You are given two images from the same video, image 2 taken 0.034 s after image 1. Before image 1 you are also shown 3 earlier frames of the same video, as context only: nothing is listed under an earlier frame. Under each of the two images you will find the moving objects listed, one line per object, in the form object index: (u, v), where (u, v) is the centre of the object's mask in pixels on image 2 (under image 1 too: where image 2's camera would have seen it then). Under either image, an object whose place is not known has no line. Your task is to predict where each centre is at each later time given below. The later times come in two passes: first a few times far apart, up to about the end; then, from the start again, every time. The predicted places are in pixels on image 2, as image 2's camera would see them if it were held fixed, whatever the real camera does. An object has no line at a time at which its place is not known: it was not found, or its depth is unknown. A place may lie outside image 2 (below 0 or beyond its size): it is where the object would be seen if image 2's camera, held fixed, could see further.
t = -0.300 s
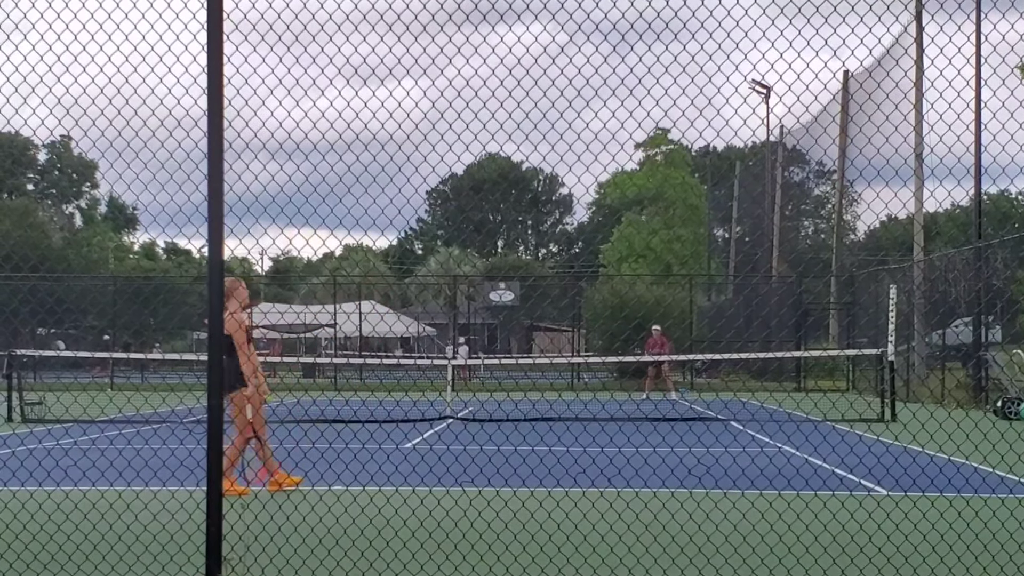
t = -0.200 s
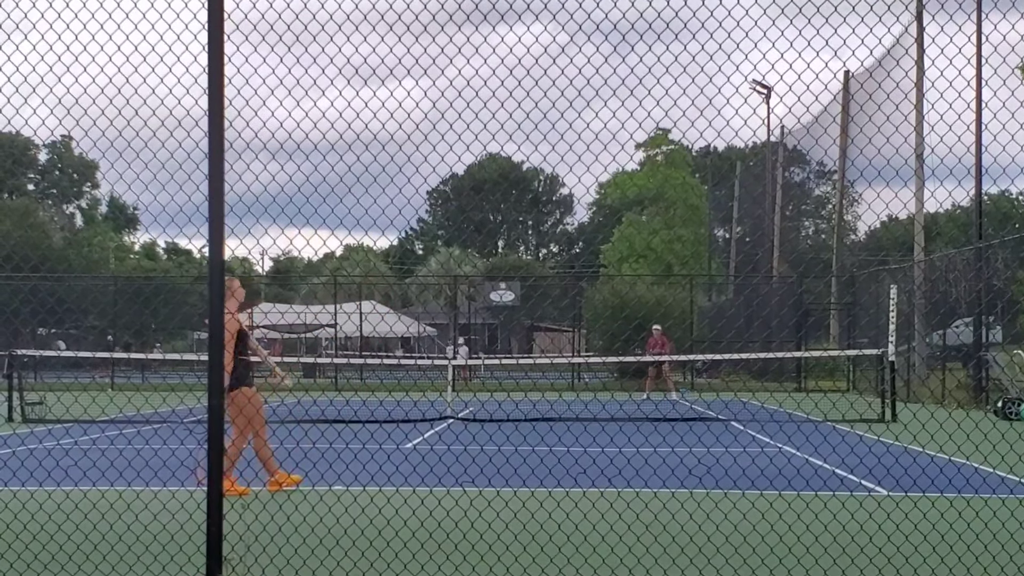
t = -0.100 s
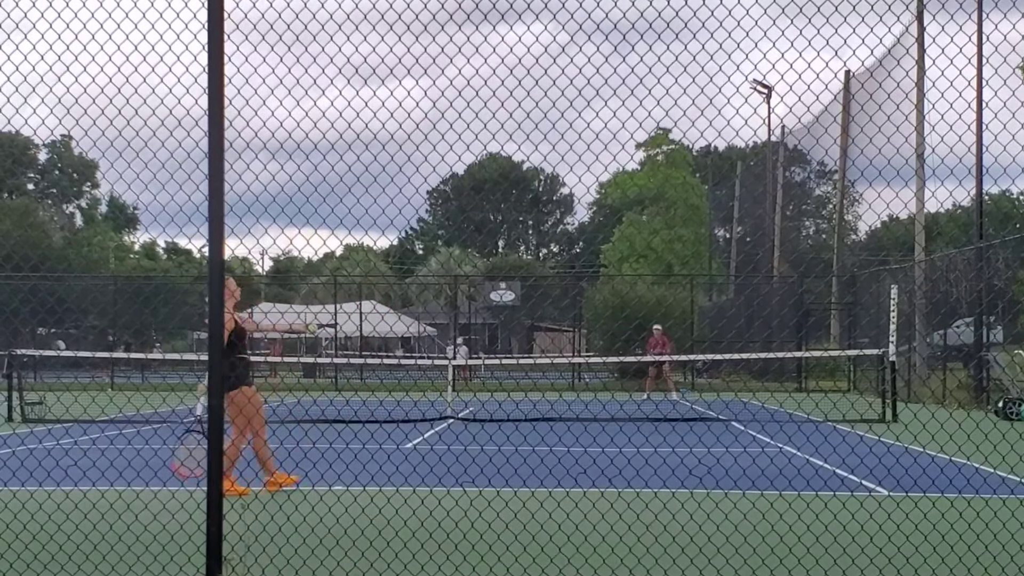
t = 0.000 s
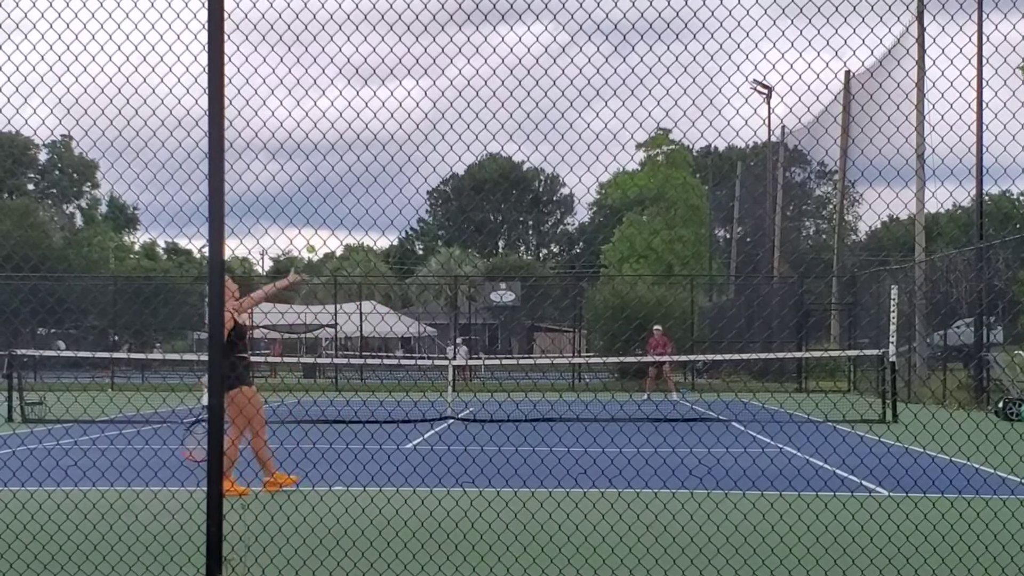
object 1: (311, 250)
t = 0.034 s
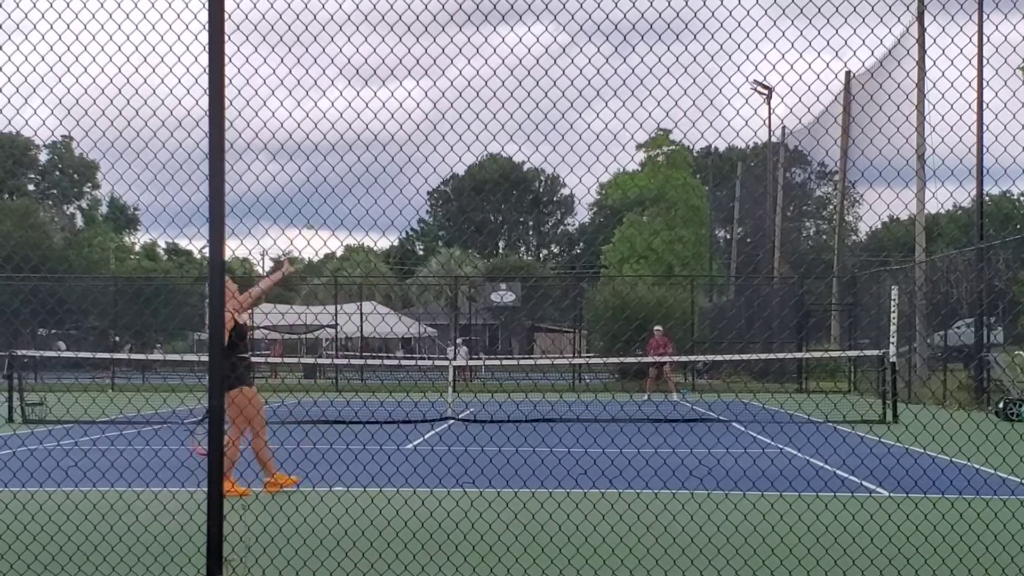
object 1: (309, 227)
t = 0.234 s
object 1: (301, 111)
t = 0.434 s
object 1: (294, 50)
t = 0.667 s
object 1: (287, 46)
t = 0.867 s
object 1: (281, 100)
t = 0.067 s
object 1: (309, 202)
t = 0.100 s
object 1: (306, 182)
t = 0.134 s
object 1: (306, 162)
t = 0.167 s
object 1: (305, 143)
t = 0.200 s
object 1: (303, 125)
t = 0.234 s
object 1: (301, 111)
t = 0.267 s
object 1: (300, 97)
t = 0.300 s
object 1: (299, 84)
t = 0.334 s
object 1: (299, 73)
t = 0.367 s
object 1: (296, 64)
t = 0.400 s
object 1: (296, 56)
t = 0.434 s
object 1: (294, 50)
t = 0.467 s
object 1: (293, 45)
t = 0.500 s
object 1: (292, 42)
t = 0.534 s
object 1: (291, 40)
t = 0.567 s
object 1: (290, 40)
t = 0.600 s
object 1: (290, 40)
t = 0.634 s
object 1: (289, 42)
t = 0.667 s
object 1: (287, 46)
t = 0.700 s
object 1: (286, 51)
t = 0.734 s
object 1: (286, 58)
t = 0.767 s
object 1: (284, 66)
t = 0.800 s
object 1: (283, 76)
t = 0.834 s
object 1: (282, 88)
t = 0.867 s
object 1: (281, 100)
